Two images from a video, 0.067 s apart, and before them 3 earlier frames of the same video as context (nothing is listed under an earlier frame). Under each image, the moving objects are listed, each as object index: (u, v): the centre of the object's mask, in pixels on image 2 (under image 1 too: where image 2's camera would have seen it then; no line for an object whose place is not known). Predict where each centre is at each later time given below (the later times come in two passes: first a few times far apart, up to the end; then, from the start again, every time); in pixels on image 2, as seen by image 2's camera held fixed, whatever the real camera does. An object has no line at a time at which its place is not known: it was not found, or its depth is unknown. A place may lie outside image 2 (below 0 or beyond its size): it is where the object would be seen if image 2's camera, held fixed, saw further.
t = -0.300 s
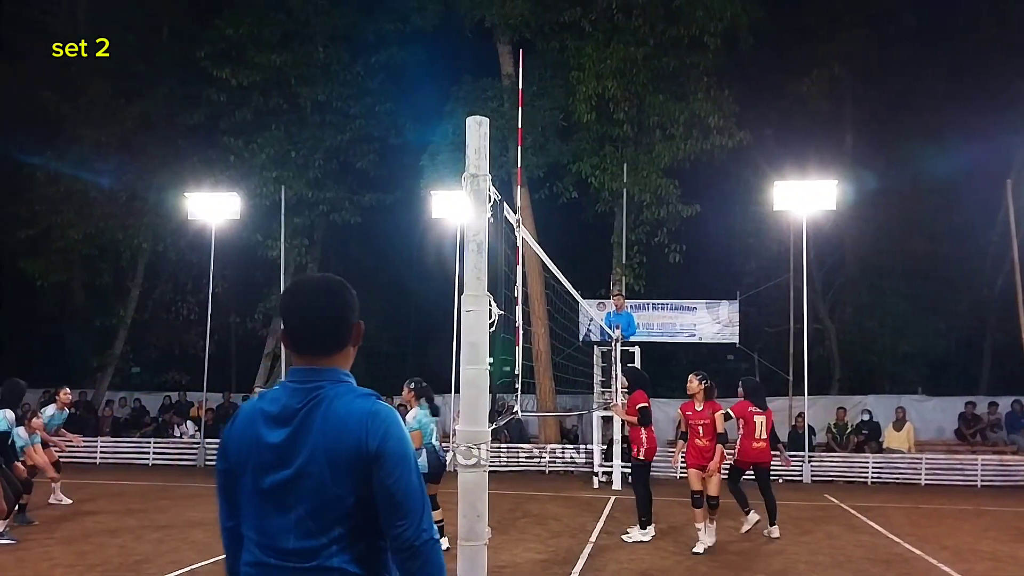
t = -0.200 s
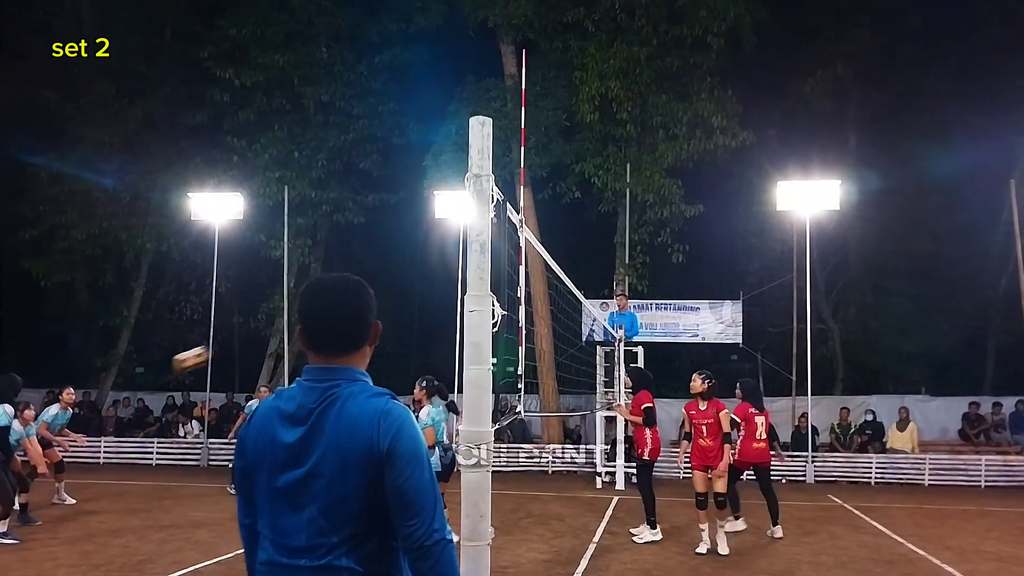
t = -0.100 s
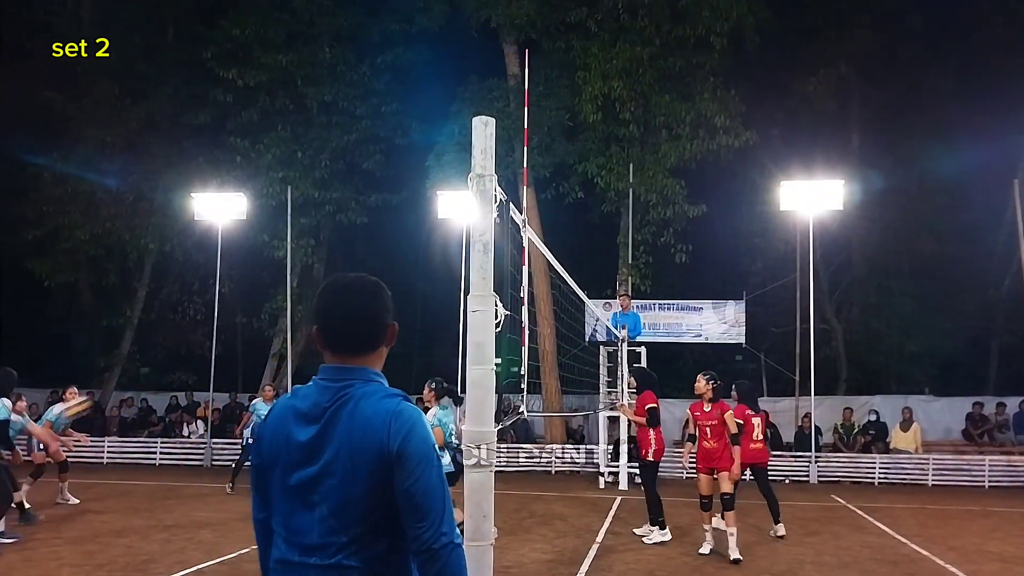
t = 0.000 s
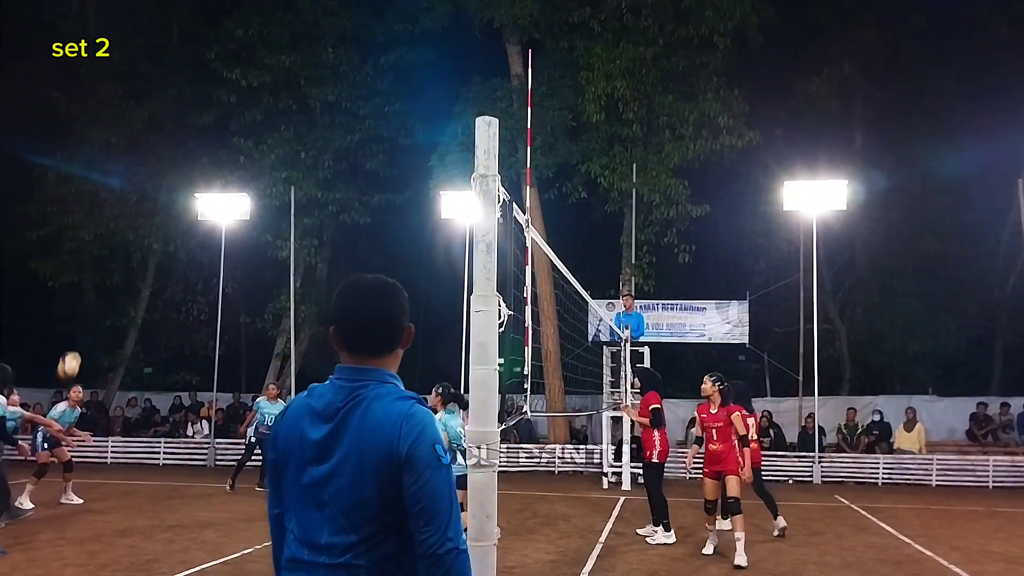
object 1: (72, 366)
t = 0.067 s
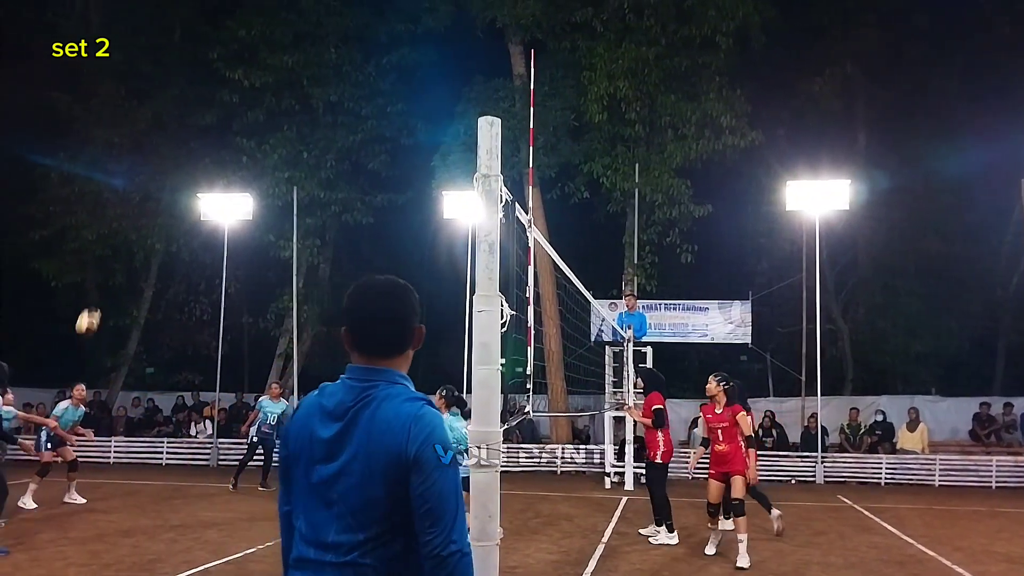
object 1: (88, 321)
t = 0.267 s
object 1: (137, 211)
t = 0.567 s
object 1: (203, 113)
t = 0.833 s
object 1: (259, 92)
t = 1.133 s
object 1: (323, 148)
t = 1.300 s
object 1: (358, 218)
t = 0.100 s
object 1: (97, 301)
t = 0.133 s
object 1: (105, 281)
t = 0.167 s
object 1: (113, 262)
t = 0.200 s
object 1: (121, 244)
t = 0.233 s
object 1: (130, 226)
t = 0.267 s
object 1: (137, 211)
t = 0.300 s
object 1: (144, 196)
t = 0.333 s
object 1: (152, 183)
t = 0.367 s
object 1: (159, 170)
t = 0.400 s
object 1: (167, 158)
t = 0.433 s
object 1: (174, 147)
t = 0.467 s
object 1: (183, 136)
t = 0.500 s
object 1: (189, 128)
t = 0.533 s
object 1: (196, 120)
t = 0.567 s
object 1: (203, 113)
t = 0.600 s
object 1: (210, 107)
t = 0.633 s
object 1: (217, 102)
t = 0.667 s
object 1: (226, 98)
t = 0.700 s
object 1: (232, 95)
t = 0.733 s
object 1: (239, 92)
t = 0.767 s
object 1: (246, 91)
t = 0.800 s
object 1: (253, 91)
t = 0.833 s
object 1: (259, 92)
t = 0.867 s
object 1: (267, 94)
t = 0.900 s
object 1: (273, 97)
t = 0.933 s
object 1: (280, 101)
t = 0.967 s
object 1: (288, 106)
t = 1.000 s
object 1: (294, 112)
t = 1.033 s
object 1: (302, 120)
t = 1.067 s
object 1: (308, 128)
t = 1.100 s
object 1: (315, 138)
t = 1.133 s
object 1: (323, 148)
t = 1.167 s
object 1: (330, 160)
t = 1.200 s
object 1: (337, 172)
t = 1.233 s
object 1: (343, 186)
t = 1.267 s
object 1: (352, 202)
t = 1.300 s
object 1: (358, 218)
